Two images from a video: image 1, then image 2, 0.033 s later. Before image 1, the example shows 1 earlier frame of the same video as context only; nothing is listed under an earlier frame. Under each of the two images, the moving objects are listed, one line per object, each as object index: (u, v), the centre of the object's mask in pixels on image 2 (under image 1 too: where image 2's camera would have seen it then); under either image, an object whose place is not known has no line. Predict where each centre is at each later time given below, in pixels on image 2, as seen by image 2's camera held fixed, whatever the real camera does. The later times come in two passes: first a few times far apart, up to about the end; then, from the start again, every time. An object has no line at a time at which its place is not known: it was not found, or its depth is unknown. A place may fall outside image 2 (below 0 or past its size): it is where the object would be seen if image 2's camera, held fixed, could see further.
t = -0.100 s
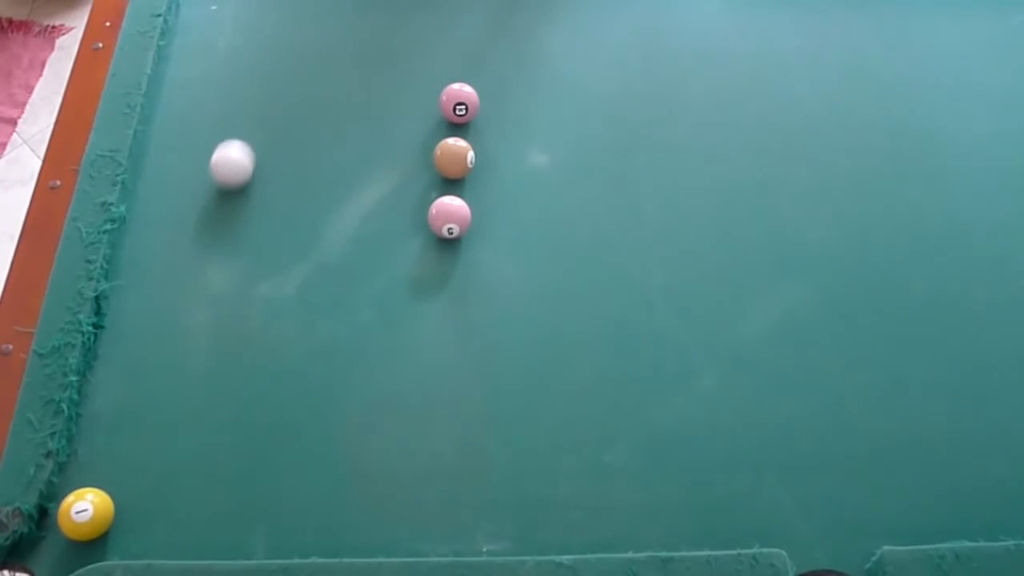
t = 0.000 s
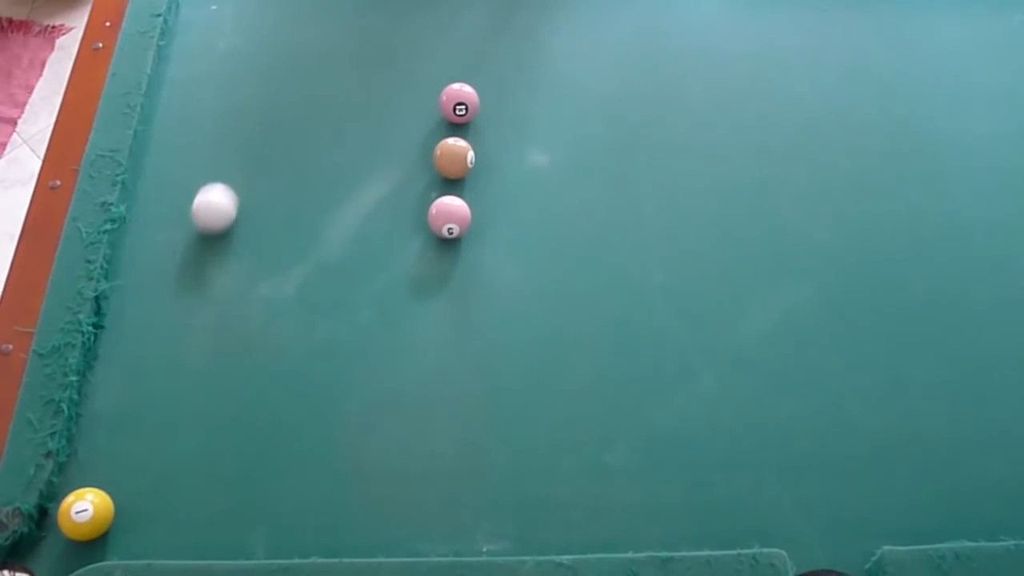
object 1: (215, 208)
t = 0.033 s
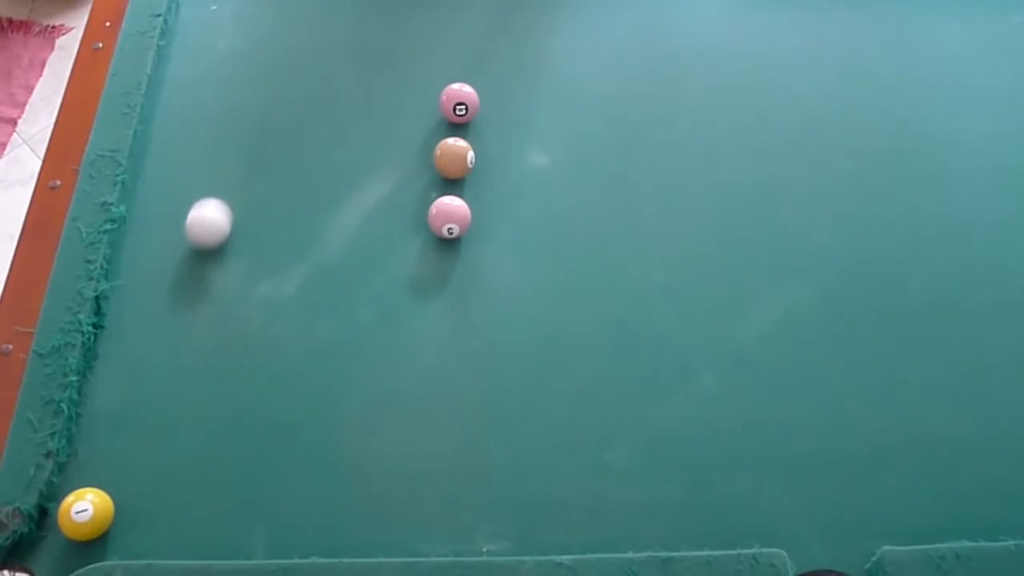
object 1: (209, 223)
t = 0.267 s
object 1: (165, 336)
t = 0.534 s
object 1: (119, 469)
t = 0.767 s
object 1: (134, 504)
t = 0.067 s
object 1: (202, 239)
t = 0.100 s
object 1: (196, 254)
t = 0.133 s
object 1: (190, 271)
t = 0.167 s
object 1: (184, 286)
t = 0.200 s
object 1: (178, 303)
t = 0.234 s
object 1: (171, 319)
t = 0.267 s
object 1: (165, 336)
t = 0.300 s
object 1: (159, 353)
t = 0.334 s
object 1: (152, 371)
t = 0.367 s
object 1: (145, 389)
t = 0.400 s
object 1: (139, 406)
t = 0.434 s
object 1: (132, 425)
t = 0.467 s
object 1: (125, 443)
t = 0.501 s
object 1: (119, 461)
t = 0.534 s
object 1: (119, 469)
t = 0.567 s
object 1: (122, 473)
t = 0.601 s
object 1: (124, 478)
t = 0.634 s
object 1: (126, 484)
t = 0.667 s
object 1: (128, 489)
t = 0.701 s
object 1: (130, 494)
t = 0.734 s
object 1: (132, 499)
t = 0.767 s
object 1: (134, 504)
